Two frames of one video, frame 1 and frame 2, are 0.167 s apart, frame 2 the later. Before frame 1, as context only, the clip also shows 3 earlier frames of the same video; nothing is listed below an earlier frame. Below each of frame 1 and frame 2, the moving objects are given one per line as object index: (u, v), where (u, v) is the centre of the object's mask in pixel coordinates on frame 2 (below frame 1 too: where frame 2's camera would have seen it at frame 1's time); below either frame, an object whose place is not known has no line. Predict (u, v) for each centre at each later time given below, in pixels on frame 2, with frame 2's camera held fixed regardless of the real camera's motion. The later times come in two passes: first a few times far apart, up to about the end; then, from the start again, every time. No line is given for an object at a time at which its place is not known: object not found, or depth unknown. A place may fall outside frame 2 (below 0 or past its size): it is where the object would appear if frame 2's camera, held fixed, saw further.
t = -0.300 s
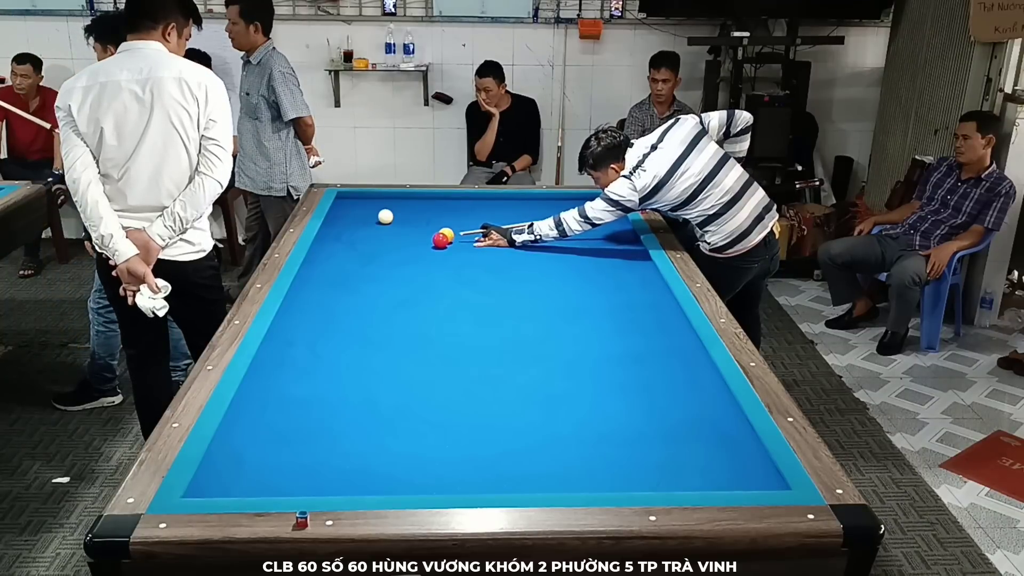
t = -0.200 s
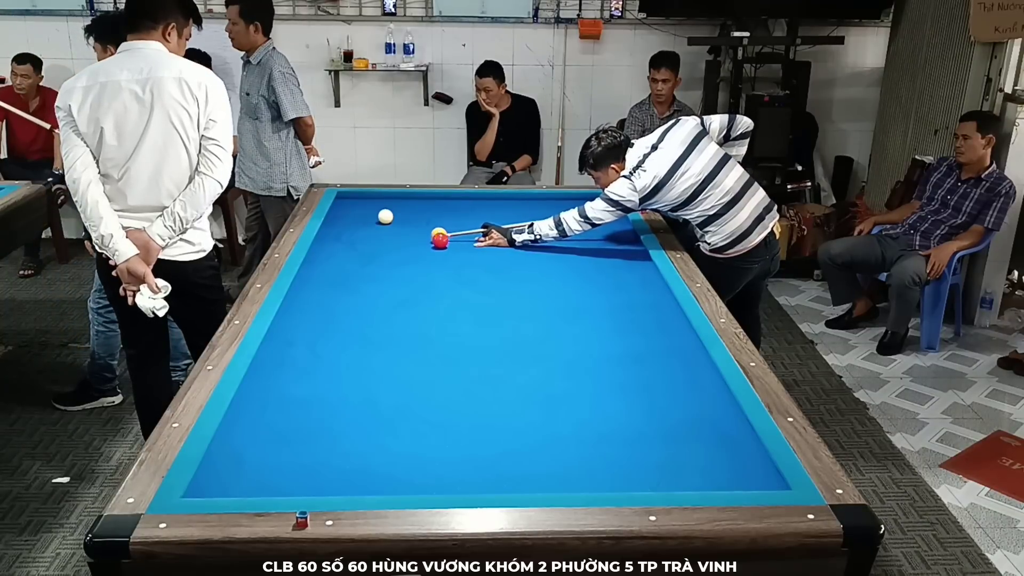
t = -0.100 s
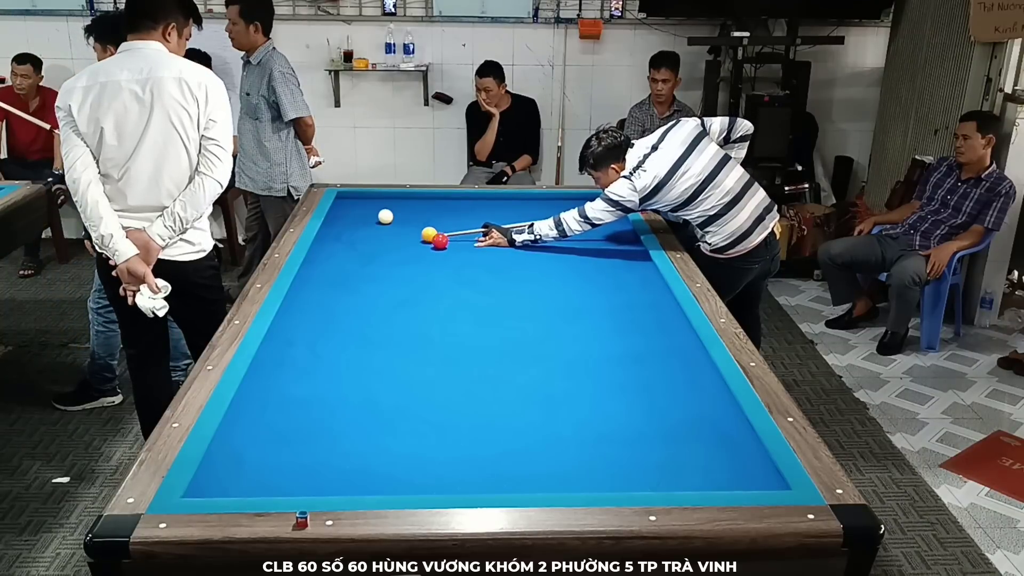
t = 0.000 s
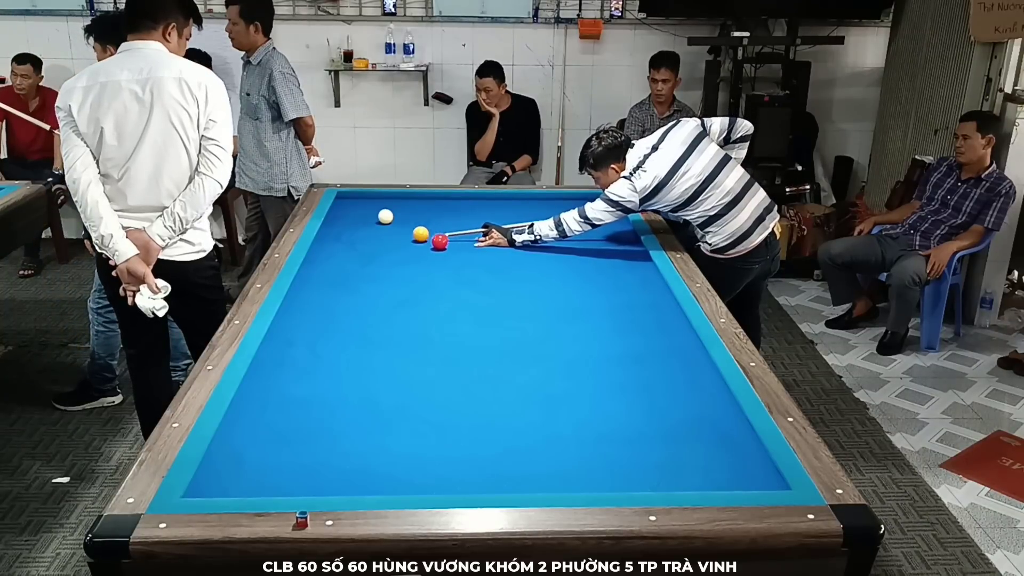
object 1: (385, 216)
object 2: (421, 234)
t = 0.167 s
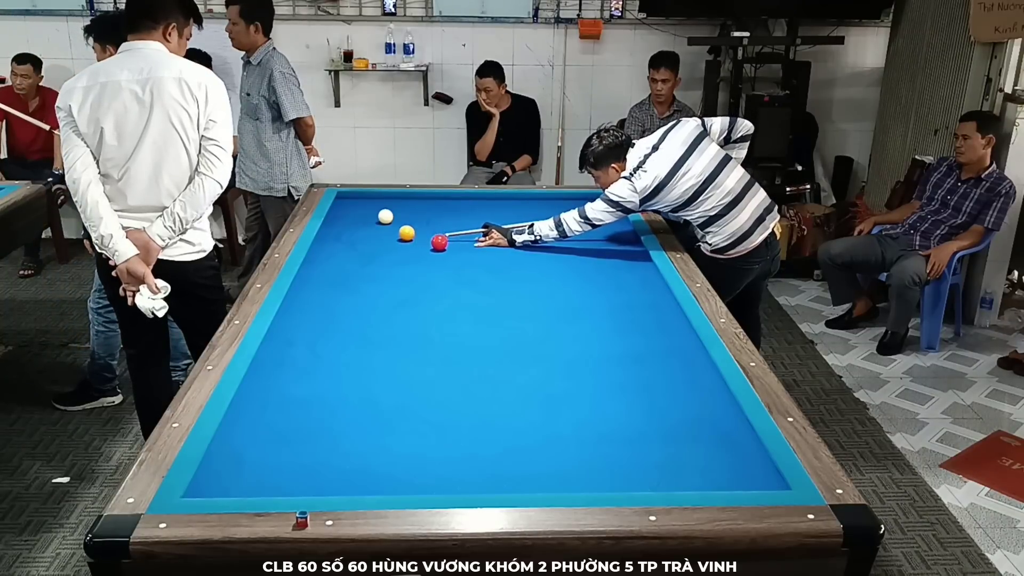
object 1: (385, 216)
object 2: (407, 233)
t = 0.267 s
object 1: (385, 216)
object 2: (399, 232)
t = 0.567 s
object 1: (385, 216)
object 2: (375, 231)
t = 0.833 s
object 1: (385, 216)
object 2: (355, 229)
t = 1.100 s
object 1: (385, 216)
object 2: (336, 228)
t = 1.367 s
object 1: (385, 216)
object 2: (333, 226)
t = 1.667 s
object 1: (385, 216)
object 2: (345, 224)
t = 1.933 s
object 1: (385, 216)
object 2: (354, 222)
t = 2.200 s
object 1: (385, 216)
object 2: (363, 220)
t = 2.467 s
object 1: (386, 216)
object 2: (370, 219)
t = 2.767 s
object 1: (390, 216)
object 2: (373, 218)
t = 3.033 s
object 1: (394, 215)
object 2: (373, 218)
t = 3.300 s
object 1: (397, 215)
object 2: (373, 218)
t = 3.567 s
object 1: (400, 215)
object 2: (373, 218)
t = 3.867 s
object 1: (402, 214)
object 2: (373, 218)
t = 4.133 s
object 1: (403, 214)
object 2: (373, 218)
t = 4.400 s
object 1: (404, 214)
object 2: (373, 218)
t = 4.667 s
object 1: (404, 214)
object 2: (373, 218)
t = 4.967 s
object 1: (404, 214)
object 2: (373, 218)
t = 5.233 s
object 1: (404, 214)
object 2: (373, 218)
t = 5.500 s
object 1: (404, 214)
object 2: (373, 218)
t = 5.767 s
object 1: (404, 214)
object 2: (373, 218)
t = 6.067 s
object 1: (404, 214)
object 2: (373, 218)
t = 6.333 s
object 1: (404, 214)
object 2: (373, 218)
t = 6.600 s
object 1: (404, 214)
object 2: (373, 218)
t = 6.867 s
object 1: (404, 214)
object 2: (373, 218)
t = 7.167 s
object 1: (404, 214)
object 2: (373, 218)
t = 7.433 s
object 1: (404, 214)
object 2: (373, 218)
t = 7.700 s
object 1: (404, 214)
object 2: (373, 218)
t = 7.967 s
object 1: (404, 214)
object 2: (373, 218)
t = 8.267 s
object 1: (404, 214)
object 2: (373, 218)
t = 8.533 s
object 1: (404, 214)
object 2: (373, 218)
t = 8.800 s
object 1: (404, 214)
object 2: (373, 218)
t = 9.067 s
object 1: (404, 214)
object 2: (373, 218)
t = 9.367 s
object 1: (404, 214)
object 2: (373, 218)
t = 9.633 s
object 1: (404, 214)
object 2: (373, 218)
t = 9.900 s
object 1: (404, 214)
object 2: (373, 218)
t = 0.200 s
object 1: (385, 216)
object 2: (404, 233)
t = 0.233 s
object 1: (385, 216)
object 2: (401, 233)
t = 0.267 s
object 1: (385, 216)
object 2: (399, 232)
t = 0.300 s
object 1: (385, 216)
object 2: (396, 232)
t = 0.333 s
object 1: (385, 216)
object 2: (393, 232)
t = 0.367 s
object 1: (385, 216)
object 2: (390, 232)
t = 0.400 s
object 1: (385, 216)
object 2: (388, 232)
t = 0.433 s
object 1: (385, 216)
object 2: (385, 232)
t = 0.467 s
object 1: (385, 216)
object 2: (383, 231)
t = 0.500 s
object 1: (386, 216)
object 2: (380, 231)
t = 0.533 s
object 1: (385, 216)
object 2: (377, 231)
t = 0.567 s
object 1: (385, 216)
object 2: (375, 231)
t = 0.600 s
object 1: (385, 216)
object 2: (372, 231)
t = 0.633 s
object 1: (385, 216)
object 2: (370, 230)
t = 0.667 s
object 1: (385, 216)
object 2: (367, 230)
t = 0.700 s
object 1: (385, 216)
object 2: (365, 230)
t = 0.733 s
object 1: (385, 216)
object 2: (362, 230)
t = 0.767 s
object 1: (385, 216)
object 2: (360, 230)
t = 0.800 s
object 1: (385, 216)
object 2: (357, 230)
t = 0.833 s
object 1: (385, 216)
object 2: (355, 229)
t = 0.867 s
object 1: (385, 216)
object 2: (352, 229)
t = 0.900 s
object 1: (385, 216)
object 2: (350, 229)
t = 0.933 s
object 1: (385, 216)
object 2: (347, 229)
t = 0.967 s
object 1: (385, 216)
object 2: (345, 229)
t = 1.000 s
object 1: (385, 216)
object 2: (343, 229)
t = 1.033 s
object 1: (385, 216)
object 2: (340, 228)
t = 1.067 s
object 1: (385, 216)
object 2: (338, 228)
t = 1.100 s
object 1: (385, 216)
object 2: (336, 228)
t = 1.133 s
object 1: (385, 216)
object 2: (333, 228)
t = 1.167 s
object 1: (385, 216)
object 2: (331, 228)
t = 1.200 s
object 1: (385, 216)
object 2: (329, 228)
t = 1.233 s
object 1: (385, 216)
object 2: (327, 227)
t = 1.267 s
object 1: (385, 216)
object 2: (329, 227)
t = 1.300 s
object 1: (385, 216)
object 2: (330, 227)
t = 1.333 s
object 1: (385, 216)
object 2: (332, 226)
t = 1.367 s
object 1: (385, 216)
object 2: (333, 226)
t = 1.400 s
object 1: (385, 216)
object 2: (334, 226)
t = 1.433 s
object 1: (385, 216)
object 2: (336, 226)
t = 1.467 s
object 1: (385, 216)
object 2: (337, 225)
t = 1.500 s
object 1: (385, 216)
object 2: (338, 225)
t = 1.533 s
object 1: (385, 216)
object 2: (340, 225)
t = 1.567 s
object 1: (385, 216)
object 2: (341, 225)
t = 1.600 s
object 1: (385, 216)
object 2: (342, 224)
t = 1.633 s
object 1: (385, 216)
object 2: (343, 224)
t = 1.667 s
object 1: (385, 216)
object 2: (345, 224)
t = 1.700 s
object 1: (385, 216)
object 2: (346, 224)
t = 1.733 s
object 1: (385, 216)
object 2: (347, 223)
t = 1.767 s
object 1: (385, 216)
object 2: (348, 223)
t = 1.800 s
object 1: (385, 216)
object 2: (349, 223)
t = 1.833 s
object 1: (385, 216)
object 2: (351, 223)
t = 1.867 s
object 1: (385, 216)
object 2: (352, 222)
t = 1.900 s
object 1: (385, 216)
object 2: (353, 222)
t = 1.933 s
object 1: (385, 216)
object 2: (354, 222)
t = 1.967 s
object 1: (385, 216)
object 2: (355, 222)
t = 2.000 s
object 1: (385, 216)
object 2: (356, 222)
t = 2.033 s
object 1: (385, 216)
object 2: (357, 221)
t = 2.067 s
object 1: (385, 216)
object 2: (358, 221)
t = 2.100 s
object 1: (385, 216)
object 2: (360, 221)
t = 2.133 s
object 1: (385, 216)
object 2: (361, 221)
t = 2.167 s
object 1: (385, 216)
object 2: (362, 220)
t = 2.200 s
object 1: (385, 216)
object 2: (363, 220)
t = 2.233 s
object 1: (385, 216)
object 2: (364, 220)
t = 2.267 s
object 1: (385, 216)
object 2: (365, 220)
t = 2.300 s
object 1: (385, 216)
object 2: (366, 219)
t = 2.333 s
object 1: (385, 216)
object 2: (367, 219)
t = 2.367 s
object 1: (385, 216)
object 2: (368, 219)
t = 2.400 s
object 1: (385, 216)
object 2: (369, 219)
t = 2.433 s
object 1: (386, 216)
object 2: (370, 219)
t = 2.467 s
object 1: (386, 216)
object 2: (370, 219)
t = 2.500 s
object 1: (386, 216)
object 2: (371, 218)
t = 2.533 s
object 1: (386, 216)
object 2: (372, 218)
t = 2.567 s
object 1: (387, 216)
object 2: (372, 218)
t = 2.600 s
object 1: (387, 216)
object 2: (372, 218)
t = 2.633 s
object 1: (388, 216)
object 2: (372, 218)
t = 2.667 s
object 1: (388, 216)
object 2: (372, 218)
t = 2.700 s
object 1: (389, 216)
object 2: (372, 218)
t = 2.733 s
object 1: (390, 216)
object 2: (372, 218)
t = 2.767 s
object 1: (390, 216)
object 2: (373, 218)
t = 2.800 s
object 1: (391, 215)
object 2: (373, 218)
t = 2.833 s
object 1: (391, 215)
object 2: (373, 218)
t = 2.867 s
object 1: (392, 215)
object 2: (373, 218)
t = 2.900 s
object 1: (392, 215)
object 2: (373, 218)
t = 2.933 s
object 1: (393, 215)
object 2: (373, 218)
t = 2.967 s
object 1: (393, 215)
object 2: (373, 218)
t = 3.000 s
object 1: (394, 215)
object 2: (373, 218)
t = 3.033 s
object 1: (394, 215)
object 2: (373, 218)
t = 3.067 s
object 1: (395, 215)
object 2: (373, 218)
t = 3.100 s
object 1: (395, 215)
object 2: (373, 218)
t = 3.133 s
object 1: (395, 215)
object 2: (373, 218)
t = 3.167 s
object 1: (396, 215)
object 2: (374, 218)
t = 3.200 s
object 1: (396, 215)
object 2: (374, 218)
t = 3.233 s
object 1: (397, 215)
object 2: (373, 218)
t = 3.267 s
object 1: (397, 215)
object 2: (374, 218)
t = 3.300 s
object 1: (397, 215)
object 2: (373, 218)
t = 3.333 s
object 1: (398, 215)
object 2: (373, 218)
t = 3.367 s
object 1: (398, 215)
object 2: (373, 218)
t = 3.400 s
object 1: (398, 215)
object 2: (373, 218)
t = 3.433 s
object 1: (399, 215)
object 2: (373, 218)
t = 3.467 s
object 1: (399, 215)
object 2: (373, 218)
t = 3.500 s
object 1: (400, 214)
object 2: (373, 218)
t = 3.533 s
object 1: (400, 214)
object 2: (373, 218)
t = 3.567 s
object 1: (400, 215)
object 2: (373, 218)
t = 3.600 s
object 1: (400, 215)
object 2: (373, 218)
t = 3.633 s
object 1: (401, 214)
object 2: (373, 218)
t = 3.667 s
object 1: (401, 214)
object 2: (373, 218)
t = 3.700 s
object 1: (401, 214)
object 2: (373, 218)
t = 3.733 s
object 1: (401, 215)
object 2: (373, 218)
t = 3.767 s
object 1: (402, 214)
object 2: (373, 218)
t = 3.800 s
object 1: (402, 214)
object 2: (373, 218)
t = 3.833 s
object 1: (402, 214)
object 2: (373, 218)
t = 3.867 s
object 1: (402, 214)
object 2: (373, 218)
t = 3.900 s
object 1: (402, 214)
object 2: (373, 218)
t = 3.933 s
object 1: (403, 214)
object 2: (373, 218)
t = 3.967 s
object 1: (403, 214)
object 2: (373, 218)
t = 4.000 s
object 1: (403, 214)
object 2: (373, 218)
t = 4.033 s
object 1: (403, 214)
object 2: (373, 218)
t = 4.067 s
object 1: (403, 214)
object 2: (373, 218)
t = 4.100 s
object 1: (403, 214)
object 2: (373, 218)
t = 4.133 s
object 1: (403, 214)
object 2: (373, 218)
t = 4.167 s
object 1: (404, 214)
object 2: (373, 218)
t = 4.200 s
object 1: (404, 214)
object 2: (373, 218)
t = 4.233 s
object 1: (404, 214)
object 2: (373, 218)
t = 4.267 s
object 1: (404, 214)
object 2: (373, 218)
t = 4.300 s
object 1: (404, 214)
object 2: (373, 218)
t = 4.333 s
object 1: (404, 214)
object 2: (373, 218)
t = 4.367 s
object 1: (404, 214)
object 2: (373, 218)
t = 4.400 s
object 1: (404, 214)
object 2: (373, 218)
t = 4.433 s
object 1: (404, 214)
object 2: (373, 218)
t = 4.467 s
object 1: (404, 214)
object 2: (373, 218)
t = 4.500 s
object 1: (404, 214)
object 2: (373, 218)
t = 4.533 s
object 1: (404, 214)
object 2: (373, 218)
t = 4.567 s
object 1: (404, 214)
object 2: (373, 218)
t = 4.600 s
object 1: (404, 214)
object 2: (373, 218)
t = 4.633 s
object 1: (404, 214)
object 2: (373, 218)
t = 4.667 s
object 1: (404, 214)
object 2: (373, 218)
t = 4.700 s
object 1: (404, 214)
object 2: (373, 218)
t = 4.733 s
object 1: (404, 214)
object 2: (373, 218)
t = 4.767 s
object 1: (404, 214)
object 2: (373, 218)
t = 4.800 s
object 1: (404, 214)
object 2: (373, 218)
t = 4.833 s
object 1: (404, 214)
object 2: (373, 218)
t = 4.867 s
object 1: (404, 214)
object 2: (373, 218)
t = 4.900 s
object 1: (404, 214)
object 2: (373, 218)
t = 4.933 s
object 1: (404, 214)
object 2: (373, 218)
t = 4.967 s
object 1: (404, 214)
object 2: (373, 218)
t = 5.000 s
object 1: (404, 214)
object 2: (373, 218)
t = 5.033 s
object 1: (404, 214)
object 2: (373, 218)
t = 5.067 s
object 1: (404, 214)
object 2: (373, 218)
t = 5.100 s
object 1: (404, 214)
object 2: (373, 218)
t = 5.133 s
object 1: (404, 214)
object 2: (373, 218)
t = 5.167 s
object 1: (404, 214)
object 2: (373, 218)
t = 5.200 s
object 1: (404, 214)
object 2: (373, 218)
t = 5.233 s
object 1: (404, 214)
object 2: (373, 218)
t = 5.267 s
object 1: (404, 214)
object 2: (373, 218)
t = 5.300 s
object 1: (404, 214)
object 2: (373, 218)
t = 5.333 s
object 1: (404, 214)
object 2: (373, 218)
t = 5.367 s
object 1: (404, 214)
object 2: (373, 218)
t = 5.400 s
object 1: (404, 214)
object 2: (373, 218)
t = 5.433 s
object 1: (404, 214)
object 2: (373, 218)
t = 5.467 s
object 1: (404, 214)
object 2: (373, 218)
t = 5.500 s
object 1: (404, 214)
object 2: (373, 218)
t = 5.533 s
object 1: (404, 214)
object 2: (373, 218)
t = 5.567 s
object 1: (404, 214)
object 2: (373, 218)
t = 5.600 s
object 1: (404, 214)
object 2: (373, 218)
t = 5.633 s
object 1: (404, 214)
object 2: (373, 218)
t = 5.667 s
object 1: (404, 214)
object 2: (373, 218)
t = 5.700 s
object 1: (404, 214)
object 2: (373, 218)
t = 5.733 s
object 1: (404, 214)
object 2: (373, 218)
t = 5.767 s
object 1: (404, 214)
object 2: (373, 218)
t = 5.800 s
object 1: (404, 214)
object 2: (373, 218)
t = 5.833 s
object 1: (404, 214)
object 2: (373, 218)
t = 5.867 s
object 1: (404, 214)
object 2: (373, 218)
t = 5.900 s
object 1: (404, 214)
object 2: (373, 218)
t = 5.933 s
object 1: (404, 214)
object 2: (373, 218)
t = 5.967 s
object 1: (404, 214)
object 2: (373, 218)
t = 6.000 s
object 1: (404, 214)
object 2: (373, 218)
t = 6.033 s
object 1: (404, 214)
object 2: (373, 218)
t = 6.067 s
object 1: (404, 214)
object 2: (373, 218)
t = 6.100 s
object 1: (404, 214)
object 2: (373, 218)
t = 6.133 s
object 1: (404, 214)
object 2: (373, 218)
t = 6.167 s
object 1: (404, 214)
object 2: (373, 218)
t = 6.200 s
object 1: (404, 214)
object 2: (373, 218)
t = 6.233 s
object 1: (404, 214)
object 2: (373, 218)
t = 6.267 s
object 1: (404, 214)
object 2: (373, 218)
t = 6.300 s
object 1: (404, 214)
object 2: (373, 218)
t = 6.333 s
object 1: (404, 214)
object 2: (373, 218)
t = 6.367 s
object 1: (404, 214)
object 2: (373, 218)
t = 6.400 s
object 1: (404, 214)
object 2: (373, 218)
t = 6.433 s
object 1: (404, 214)
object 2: (373, 218)
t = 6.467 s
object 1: (404, 214)
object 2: (373, 218)
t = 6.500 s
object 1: (404, 214)
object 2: (373, 218)
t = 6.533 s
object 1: (404, 214)
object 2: (373, 218)
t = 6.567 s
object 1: (404, 214)
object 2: (373, 218)
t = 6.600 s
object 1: (404, 214)
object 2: (373, 218)
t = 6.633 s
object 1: (404, 214)
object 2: (373, 218)
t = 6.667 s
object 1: (404, 214)
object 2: (373, 218)
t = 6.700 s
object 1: (404, 214)
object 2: (373, 218)
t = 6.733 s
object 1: (404, 214)
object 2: (373, 218)
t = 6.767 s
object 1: (404, 214)
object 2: (374, 218)
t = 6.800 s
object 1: (404, 214)
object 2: (373, 218)
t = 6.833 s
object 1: (404, 214)
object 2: (373, 218)
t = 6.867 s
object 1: (404, 214)
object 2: (373, 218)
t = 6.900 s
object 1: (404, 214)
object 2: (373, 218)
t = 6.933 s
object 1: (404, 214)
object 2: (373, 218)
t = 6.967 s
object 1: (404, 214)
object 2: (373, 218)
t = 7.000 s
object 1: (404, 214)
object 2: (373, 218)
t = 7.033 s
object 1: (404, 214)
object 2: (373, 218)
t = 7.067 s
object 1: (404, 214)
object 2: (373, 218)
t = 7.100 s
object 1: (404, 214)
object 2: (373, 218)
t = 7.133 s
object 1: (404, 214)
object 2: (373, 218)
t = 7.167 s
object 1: (404, 214)
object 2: (373, 218)
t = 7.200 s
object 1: (404, 214)
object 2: (373, 218)
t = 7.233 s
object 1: (404, 214)
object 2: (373, 218)
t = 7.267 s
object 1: (404, 214)
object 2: (373, 218)
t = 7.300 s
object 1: (404, 214)
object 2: (373, 218)
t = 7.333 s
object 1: (404, 214)
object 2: (373, 218)
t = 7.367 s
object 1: (404, 214)
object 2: (373, 218)
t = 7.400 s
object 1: (404, 214)
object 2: (373, 218)
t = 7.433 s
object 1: (404, 214)
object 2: (373, 218)
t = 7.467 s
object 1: (404, 214)
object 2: (373, 218)
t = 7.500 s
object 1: (404, 214)
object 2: (373, 218)
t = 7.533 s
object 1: (404, 214)
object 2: (373, 218)
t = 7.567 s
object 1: (404, 214)
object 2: (373, 218)
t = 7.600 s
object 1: (404, 214)
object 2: (373, 218)
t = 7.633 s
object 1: (404, 214)
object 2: (373, 218)
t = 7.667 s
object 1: (404, 214)
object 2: (373, 218)
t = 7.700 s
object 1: (404, 214)
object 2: (373, 218)
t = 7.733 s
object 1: (404, 214)
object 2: (373, 218)
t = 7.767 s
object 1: (404, 214)
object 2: (373, 218)
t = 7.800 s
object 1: (404, 214)
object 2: (373, 218)
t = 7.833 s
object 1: (404, 214)
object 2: (373, 218)
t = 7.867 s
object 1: (404, 214)
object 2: (373, 218)
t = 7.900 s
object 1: (404, 214)
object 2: (373, 218)
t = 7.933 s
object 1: (404, 214)
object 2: (373, 218)
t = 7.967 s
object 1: (404, 214)
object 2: (373, 218)
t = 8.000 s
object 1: (404, 214)
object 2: (373, 218)
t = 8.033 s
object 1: (404, 214)
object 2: (373, 218)
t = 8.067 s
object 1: (404, 214)
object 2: (373, 218)
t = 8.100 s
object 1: (404, 214)
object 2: (373, 218)
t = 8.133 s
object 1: (404, 214)
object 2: (373, 218)
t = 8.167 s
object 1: (404, 214)
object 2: (373, 218)
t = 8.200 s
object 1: (404, 214)
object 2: (373, 218)
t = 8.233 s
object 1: (404, 214)
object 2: (373, 218)
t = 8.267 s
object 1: (404, 214)
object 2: (373, 218)
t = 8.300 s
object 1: (404, 214)
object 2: (373, 218)
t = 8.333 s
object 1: (404, 214)
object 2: (373, 218)
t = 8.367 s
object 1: (404, 214)
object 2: (373, 218)
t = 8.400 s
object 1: (404, 214)
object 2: (373, 218)
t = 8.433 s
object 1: (404, 214)
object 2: (373, 218)
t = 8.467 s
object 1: (404, 214)
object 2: (373, 218)
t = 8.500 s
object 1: (404, 214)
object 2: (373, 218)
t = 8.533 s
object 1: (404, 214)
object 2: (373, 218)
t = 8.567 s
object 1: (404, 214)
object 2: (373, 218)
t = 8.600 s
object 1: (404, 214)
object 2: (373, 218)
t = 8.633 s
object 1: (404, 214)
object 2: (373, 218)
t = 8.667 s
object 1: (404, 214)
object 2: (373, 218)
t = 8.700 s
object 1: (404, 214)
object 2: (373, 218)
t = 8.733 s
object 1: (404, 214)
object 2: (373, 218)
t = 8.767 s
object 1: (404, 214)
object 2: (373, 218)
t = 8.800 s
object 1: (404, 214)
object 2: (373, 218)
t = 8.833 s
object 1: (404, 214)
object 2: (373, 218)
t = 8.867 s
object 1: (404, 214)
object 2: (373, 218)
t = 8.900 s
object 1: (404, 214)
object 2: (373, 218)
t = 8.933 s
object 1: (404, 214)
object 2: (373, 218)
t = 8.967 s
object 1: (404, 214)
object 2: (373, 218)
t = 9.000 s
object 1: (404, 214)
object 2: (373, 218)
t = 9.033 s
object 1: (404, 214)
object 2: (373, 218)
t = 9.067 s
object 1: (404, 214)
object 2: (373, 218)
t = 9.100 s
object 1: (404, 214)
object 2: (373, 218)
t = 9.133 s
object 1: (404, 214)
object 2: (373, 218)
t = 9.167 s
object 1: (404, 214)
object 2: (373, 218)
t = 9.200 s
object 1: (404, 214)
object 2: (373, 218)
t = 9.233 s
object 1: (404, 214)
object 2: (373, 218)
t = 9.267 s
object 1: (404, 214)
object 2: (373, 218)
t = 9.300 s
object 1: (404, 214)
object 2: (373, 218)
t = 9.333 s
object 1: (404, 214)
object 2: (373, 218)
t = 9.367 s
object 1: (404, 214)
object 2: (373, 218)
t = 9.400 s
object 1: (404, 214)
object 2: (373, 218)
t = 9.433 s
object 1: (404, 214)
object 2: (373, 218)
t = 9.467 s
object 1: (404, 214)
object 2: (373, 218)
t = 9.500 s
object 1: (404, 214)
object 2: (373, 218)
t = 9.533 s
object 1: (404, 214)
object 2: (373, 218)
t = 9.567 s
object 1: (404, 214)
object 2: (373, 218)
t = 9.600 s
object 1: (404, 214)
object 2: (373, 218)
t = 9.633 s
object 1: (404, 214)
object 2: (373, 218)
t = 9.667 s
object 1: (404, 214)
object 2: (373, 218)
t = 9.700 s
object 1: (404, 214)
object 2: (373, 218)
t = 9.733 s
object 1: (404, 214)
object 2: (373, 218)
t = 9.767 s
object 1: (404, 214)
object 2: (373, 218)
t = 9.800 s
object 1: (404, 214)
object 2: (373, 218)
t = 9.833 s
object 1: (404, 214)
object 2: (373, 218)
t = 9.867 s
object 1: (404, 214)
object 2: (373, 218)
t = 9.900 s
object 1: (404, 214)
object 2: (373, 218)
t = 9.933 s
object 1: (404, 214)
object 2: (373, 218)
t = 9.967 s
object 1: (404, 214)
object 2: (373, 218)
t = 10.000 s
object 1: (404, 214)
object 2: (373, 218)
